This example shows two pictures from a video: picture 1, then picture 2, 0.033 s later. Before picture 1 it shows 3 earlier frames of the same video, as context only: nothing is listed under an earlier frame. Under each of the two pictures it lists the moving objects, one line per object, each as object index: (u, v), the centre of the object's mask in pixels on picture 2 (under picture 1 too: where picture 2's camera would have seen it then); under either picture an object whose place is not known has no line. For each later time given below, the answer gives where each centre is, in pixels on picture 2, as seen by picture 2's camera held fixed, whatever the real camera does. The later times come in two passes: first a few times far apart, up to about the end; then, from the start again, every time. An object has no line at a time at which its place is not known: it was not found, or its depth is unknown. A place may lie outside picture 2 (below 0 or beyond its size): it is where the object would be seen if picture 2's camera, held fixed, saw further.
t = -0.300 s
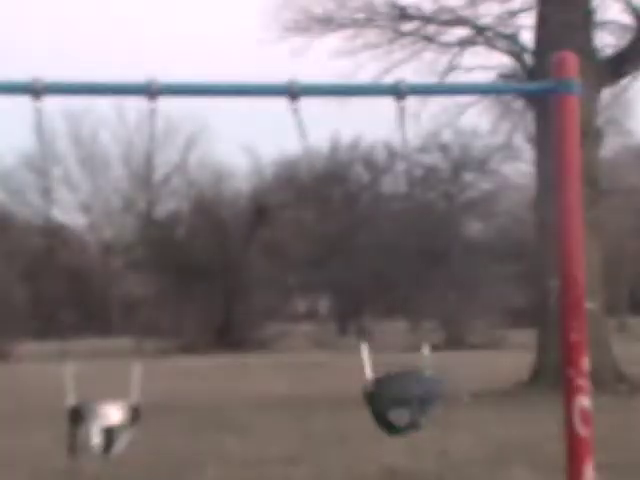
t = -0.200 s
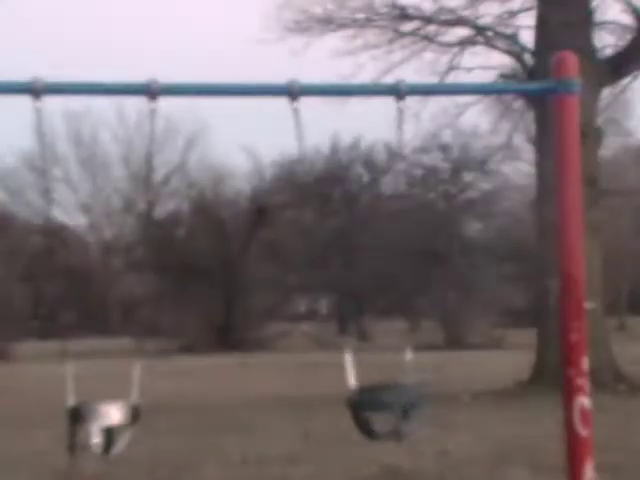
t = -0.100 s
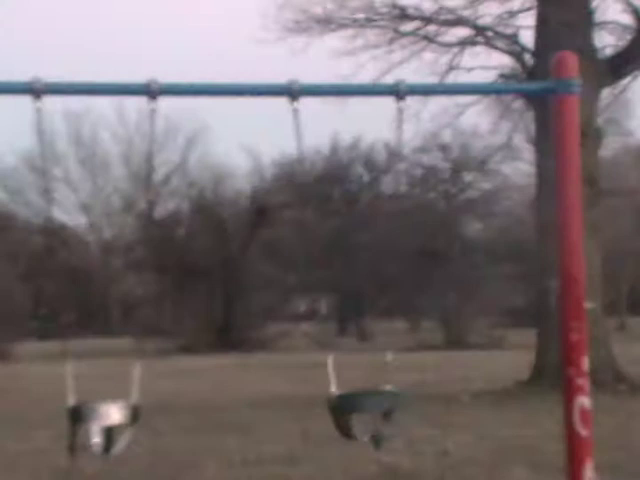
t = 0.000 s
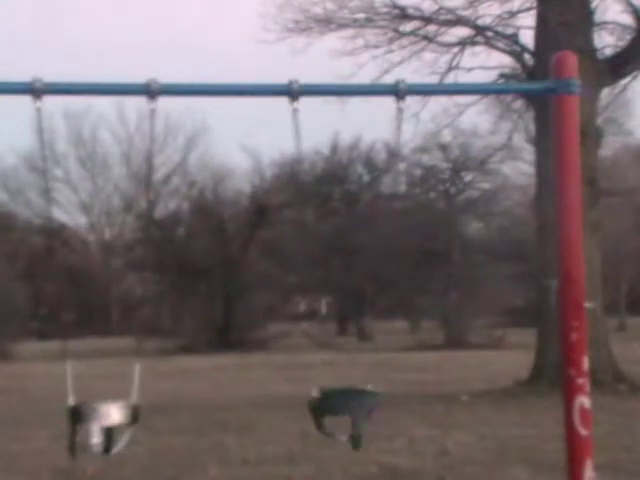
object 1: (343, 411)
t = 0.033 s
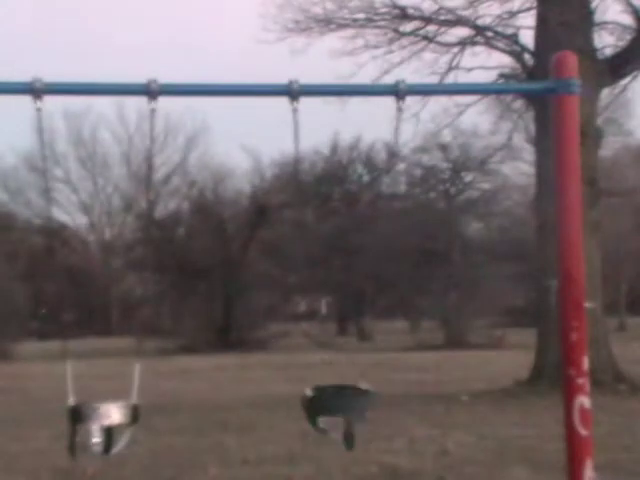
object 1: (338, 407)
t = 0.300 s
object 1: (304, 385)
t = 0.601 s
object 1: (306, 378)
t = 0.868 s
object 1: (340, 395)
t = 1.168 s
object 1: (385, 403)
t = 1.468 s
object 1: (403, 390)
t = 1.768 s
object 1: (387, 383)
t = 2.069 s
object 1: (357, 400)
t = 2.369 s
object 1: (336, 400)
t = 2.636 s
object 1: (340, 387)
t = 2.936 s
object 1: (347, 378)
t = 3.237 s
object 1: (353, 398)
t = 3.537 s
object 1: (359, 407)
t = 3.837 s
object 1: (365, 391)
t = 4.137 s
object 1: (375, 387)
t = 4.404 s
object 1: (380, 401)
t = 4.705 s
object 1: (369, 407)
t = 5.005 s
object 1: (343, 389)
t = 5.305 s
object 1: (322, 381)
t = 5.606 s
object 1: (321, 396)
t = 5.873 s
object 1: (351, 406)
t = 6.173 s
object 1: (391, 392)
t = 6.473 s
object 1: (408, 386)
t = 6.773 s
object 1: (388, 403)
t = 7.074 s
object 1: (343, 409)
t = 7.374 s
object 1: (311, 386)
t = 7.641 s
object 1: (311, 384)
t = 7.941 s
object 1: (345, 401)
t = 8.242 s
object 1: (384, 404)
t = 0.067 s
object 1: (331, 406)
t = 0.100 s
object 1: (327, 402)
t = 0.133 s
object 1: (321, 401)
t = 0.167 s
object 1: (316, 399)
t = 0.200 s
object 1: (312, 397)
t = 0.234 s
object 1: (309, 389)
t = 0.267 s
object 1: (305, 387)
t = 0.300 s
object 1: (304, 385)
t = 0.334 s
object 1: (302, 384)
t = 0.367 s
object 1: (300, 381)
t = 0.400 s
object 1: (300, 381)
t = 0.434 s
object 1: (299, 379)
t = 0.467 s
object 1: (299, 379)
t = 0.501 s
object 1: (300, 378)
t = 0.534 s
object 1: (301, 378)
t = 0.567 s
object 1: (304, 378)
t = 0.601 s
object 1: (306, 378)
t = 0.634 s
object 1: (309, 379)
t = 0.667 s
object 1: (312, 382)
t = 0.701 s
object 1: (316, 383)
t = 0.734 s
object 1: (320, 385)
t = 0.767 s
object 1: (324, 387)
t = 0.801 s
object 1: (330, 390)
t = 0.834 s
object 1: (335, 391)
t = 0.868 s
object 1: (340, 395)
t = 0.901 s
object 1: (344, 398)
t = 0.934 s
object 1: (350, 402)
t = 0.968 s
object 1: (355, 403)
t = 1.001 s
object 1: (360, 405)
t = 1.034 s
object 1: (364, 407)
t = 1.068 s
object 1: (368, 408)
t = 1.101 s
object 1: (373, 408)
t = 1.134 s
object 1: (378, 408)
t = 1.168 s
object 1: (385, 403)
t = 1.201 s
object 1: (388, 405)
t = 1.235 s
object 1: (392, 403)
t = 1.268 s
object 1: (394, 402)
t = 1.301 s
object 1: (397, 400)
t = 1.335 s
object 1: (399, 398)
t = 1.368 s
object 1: (401, 396)
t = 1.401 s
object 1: (402, 394)
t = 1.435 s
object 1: (402, 392)
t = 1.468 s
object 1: (403, 390)
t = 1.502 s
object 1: (402, 388)
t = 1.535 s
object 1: (402, 386)
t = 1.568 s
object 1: (401, 385)
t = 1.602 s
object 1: (399, 384)
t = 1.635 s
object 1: (397, 383)
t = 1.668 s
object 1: (395, 382)
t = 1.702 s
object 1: (392, 382)
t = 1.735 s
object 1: (389, 383)
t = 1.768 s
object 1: (387, 383)
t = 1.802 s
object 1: (383, 385)
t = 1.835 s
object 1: (380, 386)
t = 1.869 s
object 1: (376, 388)
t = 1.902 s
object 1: (373, 389)
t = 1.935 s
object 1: (370, 392)
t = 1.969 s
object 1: (366, 394)
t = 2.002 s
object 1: (363, 396)
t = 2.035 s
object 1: (360, 398)
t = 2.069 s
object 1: (357, 400)
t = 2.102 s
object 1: (354, 402)
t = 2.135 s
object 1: (351, 404)
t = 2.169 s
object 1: (348, 406)
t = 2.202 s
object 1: (346, 407)
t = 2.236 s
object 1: (344, 407)
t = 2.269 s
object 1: (343, 408)
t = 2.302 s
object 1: (340, 403)
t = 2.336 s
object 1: (337, 401)
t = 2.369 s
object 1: (336, 400)
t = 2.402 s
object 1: (335, 399)
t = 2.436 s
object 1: (334, 398)
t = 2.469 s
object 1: (334, 396)
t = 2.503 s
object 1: (337, 398)
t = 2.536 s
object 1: (337, 396)
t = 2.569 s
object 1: (338, 393)
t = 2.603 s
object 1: (338, 391)
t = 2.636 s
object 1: (340, 387)
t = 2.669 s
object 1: (339, 383)
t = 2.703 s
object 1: (340, 382)
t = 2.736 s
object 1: (341, 381)
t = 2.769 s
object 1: (341, 381)
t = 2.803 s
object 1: (342, 381)
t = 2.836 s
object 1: (344, 378)
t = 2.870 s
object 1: (345, 379)
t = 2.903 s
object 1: (346, 378)
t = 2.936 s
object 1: (347, 378)
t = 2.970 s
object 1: (349, 379)
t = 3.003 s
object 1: (349, 380)
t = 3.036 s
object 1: (350, 382)
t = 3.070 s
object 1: (352, 383)
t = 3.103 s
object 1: (352, 382)
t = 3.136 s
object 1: (353, 389)
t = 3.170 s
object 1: (352, 393)
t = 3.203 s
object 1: (353, 396)
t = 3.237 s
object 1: (353, 398)
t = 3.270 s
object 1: (358, 396)
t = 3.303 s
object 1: (358, 398)
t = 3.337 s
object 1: (358, 402)
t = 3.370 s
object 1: (357, 406)
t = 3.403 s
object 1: (357, 408)
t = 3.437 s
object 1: (358, 408)
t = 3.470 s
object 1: (358, 408)
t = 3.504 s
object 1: (359, 406)
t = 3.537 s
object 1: (359, 407)
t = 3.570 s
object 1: (360, 407)
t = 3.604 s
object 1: (360, 405)
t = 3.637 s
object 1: (361, 404)
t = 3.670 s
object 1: (362, 401)
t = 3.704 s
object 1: (362, 399)
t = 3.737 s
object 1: (363, 397)
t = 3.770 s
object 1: (363, 395)
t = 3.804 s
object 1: (364, 393)
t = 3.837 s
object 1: (365, 391)
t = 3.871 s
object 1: (366, 388)
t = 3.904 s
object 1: (367, 387)
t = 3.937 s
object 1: (368, 386)
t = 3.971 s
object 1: (369, 385)
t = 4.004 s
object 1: (370, 385)
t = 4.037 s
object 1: (371, 385)
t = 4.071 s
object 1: (372, 385)
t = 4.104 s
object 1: (373, 385)
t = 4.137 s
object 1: (375, 387)
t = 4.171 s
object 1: (376, 388)
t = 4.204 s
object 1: (377, 390)
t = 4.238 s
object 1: (378, 392)
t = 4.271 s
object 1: (379, 394)
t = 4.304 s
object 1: (379, 396)
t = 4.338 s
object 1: (380, 398)
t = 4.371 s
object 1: (380, 400)
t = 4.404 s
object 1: (380, 401)
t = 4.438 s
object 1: (380, 403)
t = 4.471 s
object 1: (380, 404)
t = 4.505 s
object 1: (379, 405)
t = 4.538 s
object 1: (379, 405)
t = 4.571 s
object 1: (378, 406)
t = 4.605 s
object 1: (377, 407)
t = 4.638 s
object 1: (373, 409)
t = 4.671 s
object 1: (372, 408)
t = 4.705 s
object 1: (369, 407)
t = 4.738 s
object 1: (366, 405)
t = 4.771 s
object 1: (363, 401)
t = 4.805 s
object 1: (363, 402)
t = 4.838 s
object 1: (359, 397)
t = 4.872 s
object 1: (356, 396)
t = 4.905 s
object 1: (352, 394)
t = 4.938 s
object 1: (350, 390)
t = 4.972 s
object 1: (347, 388)
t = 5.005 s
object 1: (343, 389)
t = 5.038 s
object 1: (341, 386)
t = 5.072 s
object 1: (338, 385)
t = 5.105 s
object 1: (335, 384)
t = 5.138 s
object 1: (332, 383)
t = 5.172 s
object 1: (330, 382)
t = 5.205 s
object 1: (328, 383)
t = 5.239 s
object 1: (326, 381)
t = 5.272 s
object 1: (323, 381)
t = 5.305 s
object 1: (322, 381)
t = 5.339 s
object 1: (321, 383)
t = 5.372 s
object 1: (320, 383)
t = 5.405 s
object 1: (319, 385)
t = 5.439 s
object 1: (319, 386)
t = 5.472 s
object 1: (318, 388)
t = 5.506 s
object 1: (319, 391)
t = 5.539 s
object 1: (319, 393)
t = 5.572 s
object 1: (320, 393)
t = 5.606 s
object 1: (321, 396)
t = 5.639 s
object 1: (323, 397)
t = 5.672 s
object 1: (331, 402)
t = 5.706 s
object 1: (332, 407)
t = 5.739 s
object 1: (333, 406)
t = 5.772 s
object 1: (336, 410)
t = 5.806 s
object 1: (342, 407)
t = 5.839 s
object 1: (346, 408)
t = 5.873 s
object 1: (351, 406)
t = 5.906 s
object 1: (356, 405)
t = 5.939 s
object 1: (361, 405)
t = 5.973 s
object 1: (365, 404)
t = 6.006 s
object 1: (370, 402)
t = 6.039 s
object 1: (374, 400)
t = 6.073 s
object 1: (378, 399)
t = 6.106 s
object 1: (383, 396)
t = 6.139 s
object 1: (387, 394)
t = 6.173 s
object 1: (391, 392)
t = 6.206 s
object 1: (394, 390)
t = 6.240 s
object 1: (398, 389)
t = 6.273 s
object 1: (401, 387)
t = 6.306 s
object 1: (403, 386)
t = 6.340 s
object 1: (405, 386)
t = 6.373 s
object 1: (407, 385)
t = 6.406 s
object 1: (408, 385)
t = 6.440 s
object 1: (408, 385)
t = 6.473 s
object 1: (408, 386)
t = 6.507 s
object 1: (408, 387)
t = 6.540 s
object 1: (408, 388)
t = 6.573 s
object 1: (407, 391)
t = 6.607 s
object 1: (405, 393)
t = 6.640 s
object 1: (402, 395)
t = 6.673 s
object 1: (400, 397)
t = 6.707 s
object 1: (396, 399)
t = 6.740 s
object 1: (393, 401)
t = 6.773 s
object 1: (388, 403)
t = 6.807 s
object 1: (384, 404)
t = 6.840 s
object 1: (379, 406)
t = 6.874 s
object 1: (375, 406)
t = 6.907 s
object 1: (369, 409)
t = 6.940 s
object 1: (363, 410)
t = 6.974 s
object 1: (359, 410)
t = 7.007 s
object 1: (353, 410)
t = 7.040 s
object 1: (348, 410)
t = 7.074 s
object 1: (343, 409)
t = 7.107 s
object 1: (338, 407)
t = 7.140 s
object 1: (334, 405)
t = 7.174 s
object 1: (330, 401)
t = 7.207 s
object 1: (327, 397)
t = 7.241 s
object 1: (323, 395)
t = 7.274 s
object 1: (319, 392)
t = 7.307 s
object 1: (316, 391)
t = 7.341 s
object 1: (313, 388)
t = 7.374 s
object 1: (311, 386)
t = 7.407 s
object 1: (309, 386)
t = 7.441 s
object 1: (309, 384)
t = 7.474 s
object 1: (308, 384)
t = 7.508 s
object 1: (308, 383)
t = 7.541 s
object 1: (308, 383)
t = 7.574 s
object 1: (308, 383)
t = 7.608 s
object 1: (309, 384)
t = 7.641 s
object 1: (311, 384)
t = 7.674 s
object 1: (313, 385)
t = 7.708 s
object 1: (316, 386)
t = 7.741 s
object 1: (319, 388)
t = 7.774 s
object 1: (323, 392)
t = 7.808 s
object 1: (327, 394)
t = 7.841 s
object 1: (331, 395)
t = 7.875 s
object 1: (336, 397)
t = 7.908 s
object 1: (340, 400)
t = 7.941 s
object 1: (345, 401)
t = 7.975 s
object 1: (348, 405)
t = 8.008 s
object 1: (352, 406)
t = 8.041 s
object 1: (356, 408)
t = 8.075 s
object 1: (360, 409)
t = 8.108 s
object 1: (365, 407)
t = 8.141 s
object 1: (370, 409)
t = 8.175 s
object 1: (374, 407)
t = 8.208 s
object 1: (379, 406)
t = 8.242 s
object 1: (384, 404)
